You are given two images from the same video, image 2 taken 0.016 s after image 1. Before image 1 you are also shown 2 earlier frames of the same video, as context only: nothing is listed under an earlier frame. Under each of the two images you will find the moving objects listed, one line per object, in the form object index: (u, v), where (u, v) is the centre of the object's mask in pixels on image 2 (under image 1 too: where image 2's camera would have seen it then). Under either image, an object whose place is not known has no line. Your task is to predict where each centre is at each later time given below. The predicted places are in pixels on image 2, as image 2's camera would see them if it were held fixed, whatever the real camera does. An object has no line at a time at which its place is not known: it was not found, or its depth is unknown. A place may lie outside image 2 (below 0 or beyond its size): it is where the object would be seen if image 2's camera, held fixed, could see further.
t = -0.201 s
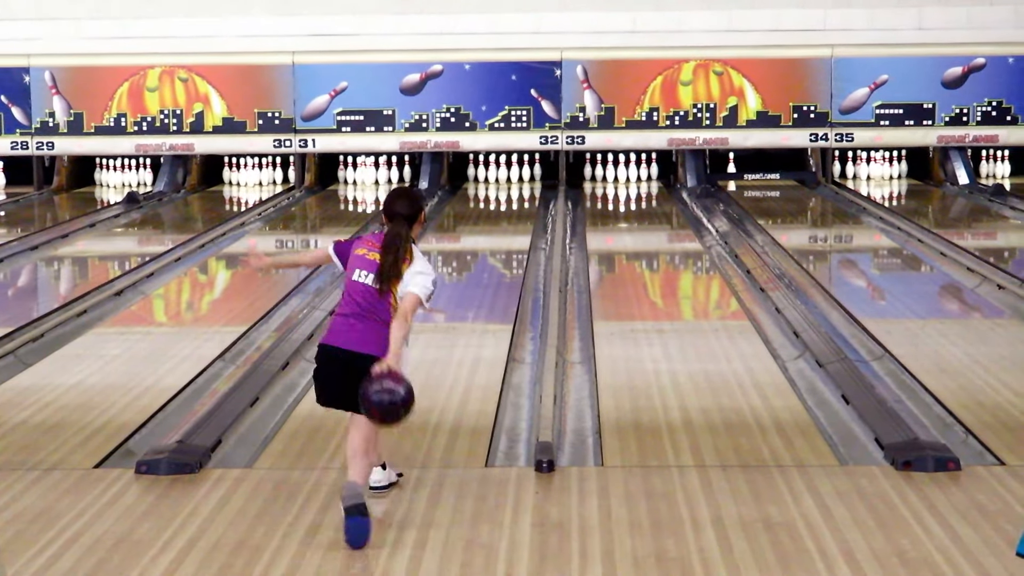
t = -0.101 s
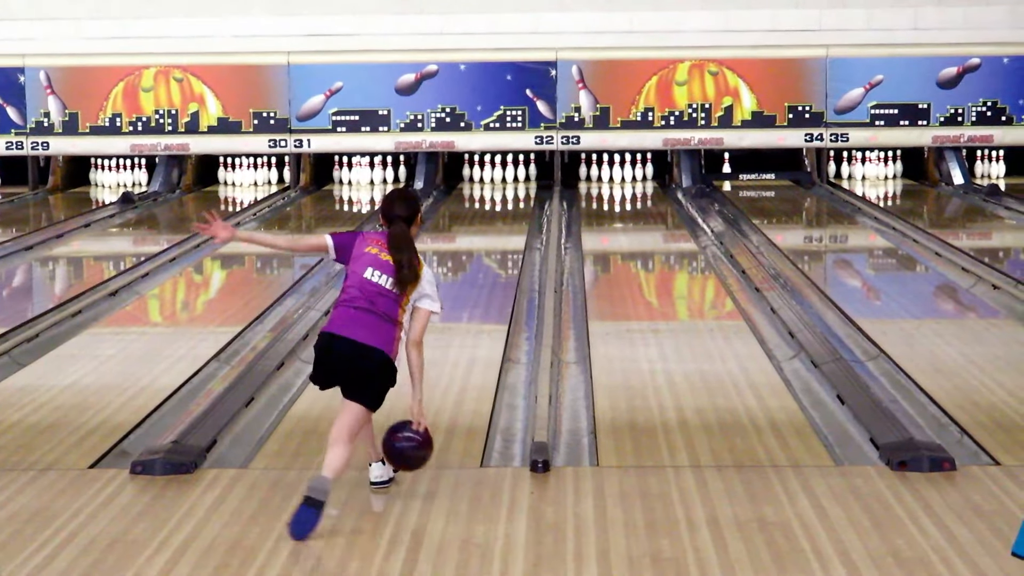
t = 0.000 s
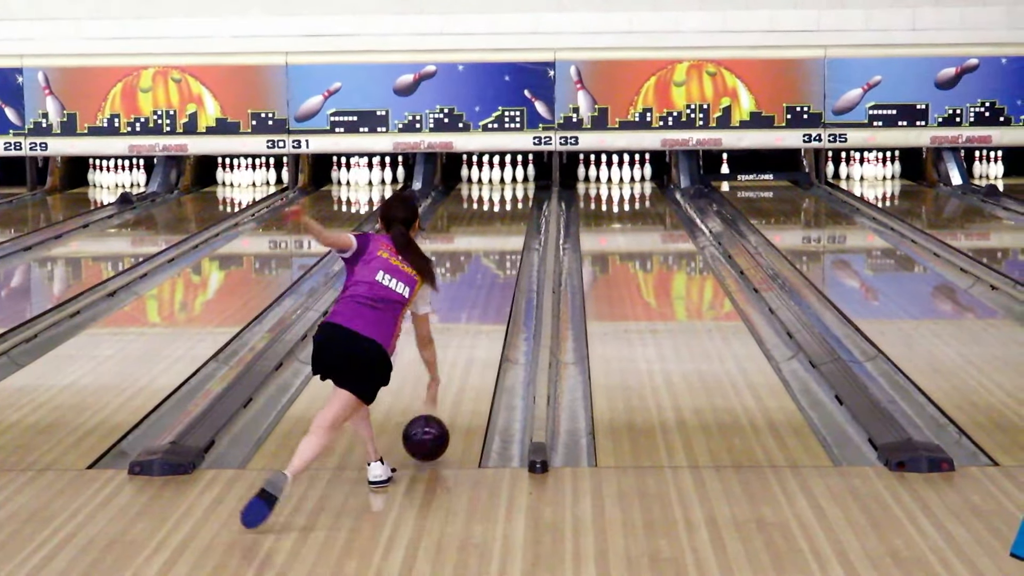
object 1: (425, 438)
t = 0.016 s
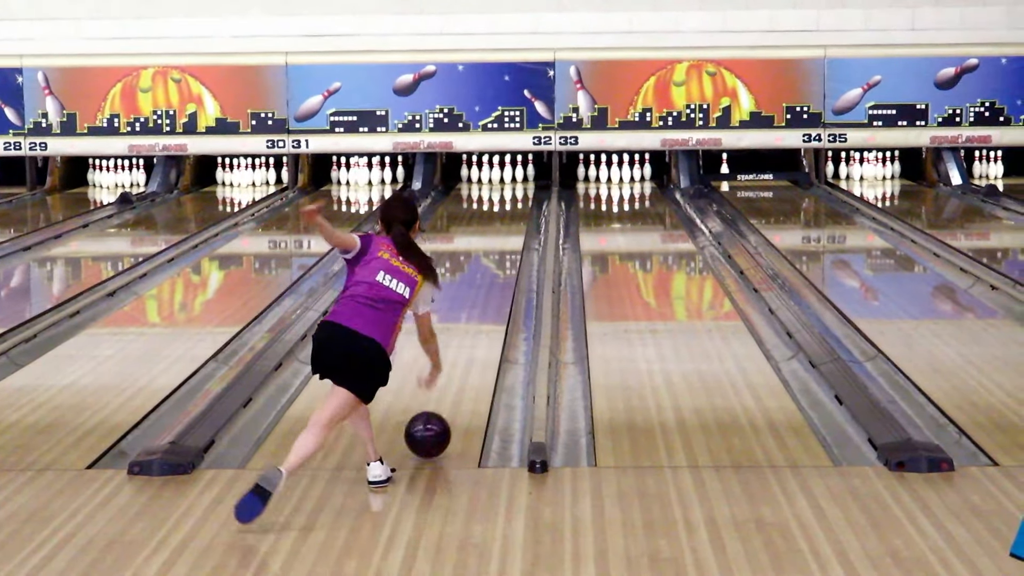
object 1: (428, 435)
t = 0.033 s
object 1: (430, 431)
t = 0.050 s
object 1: (432, 425)
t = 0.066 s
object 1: (434, 420)
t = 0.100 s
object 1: (438, 412)
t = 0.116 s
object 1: (440, 407)
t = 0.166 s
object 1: (446, 394)
